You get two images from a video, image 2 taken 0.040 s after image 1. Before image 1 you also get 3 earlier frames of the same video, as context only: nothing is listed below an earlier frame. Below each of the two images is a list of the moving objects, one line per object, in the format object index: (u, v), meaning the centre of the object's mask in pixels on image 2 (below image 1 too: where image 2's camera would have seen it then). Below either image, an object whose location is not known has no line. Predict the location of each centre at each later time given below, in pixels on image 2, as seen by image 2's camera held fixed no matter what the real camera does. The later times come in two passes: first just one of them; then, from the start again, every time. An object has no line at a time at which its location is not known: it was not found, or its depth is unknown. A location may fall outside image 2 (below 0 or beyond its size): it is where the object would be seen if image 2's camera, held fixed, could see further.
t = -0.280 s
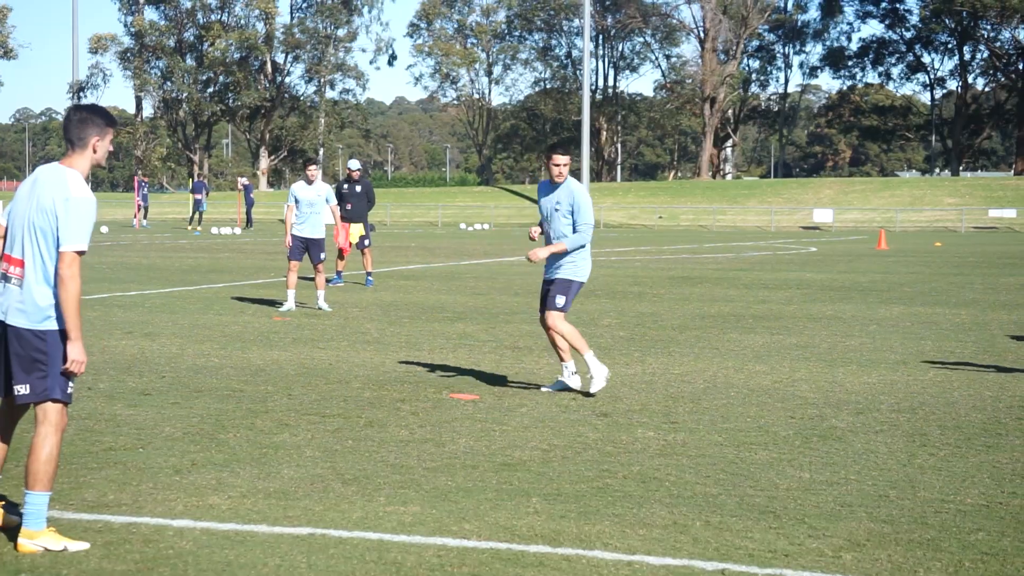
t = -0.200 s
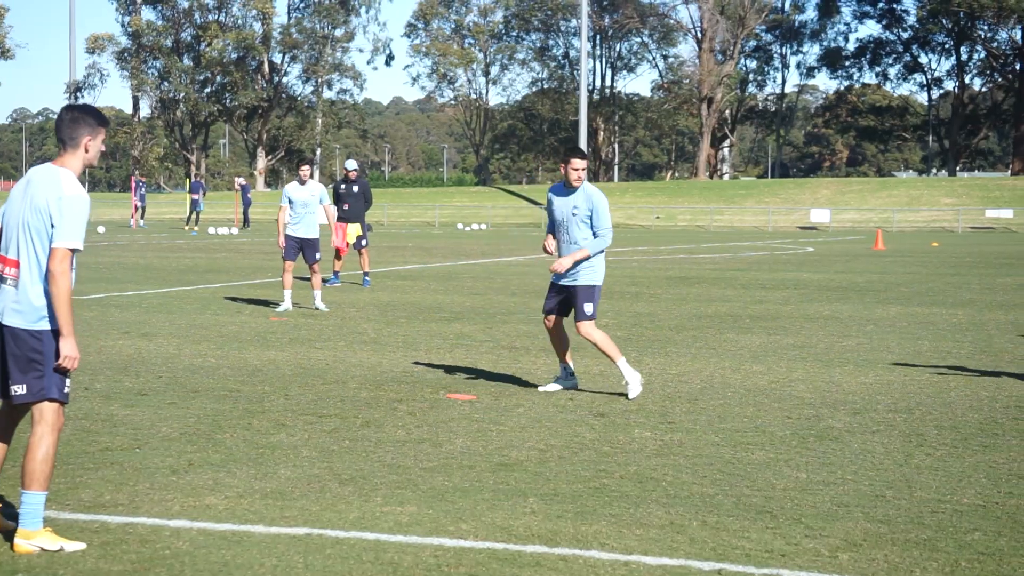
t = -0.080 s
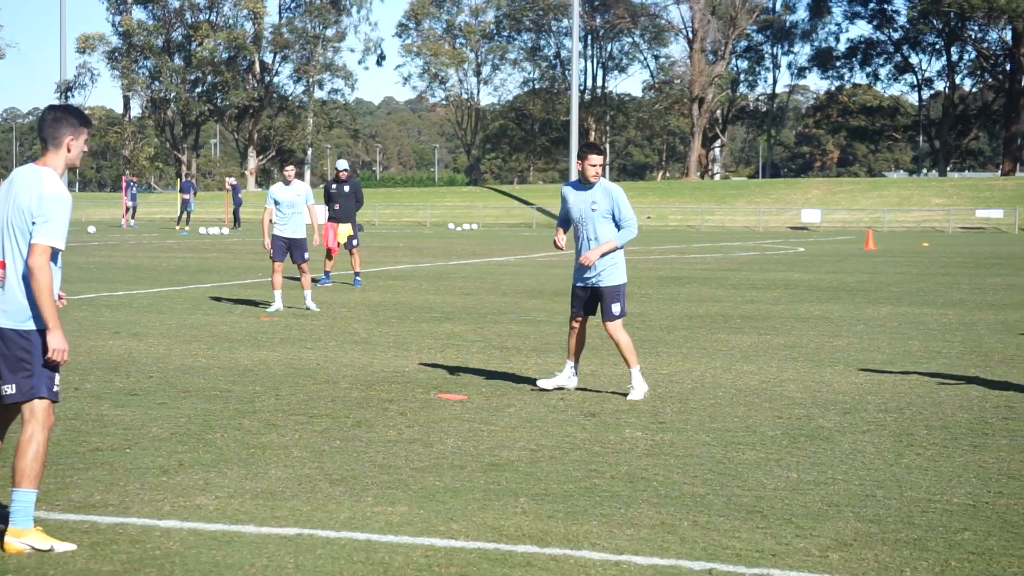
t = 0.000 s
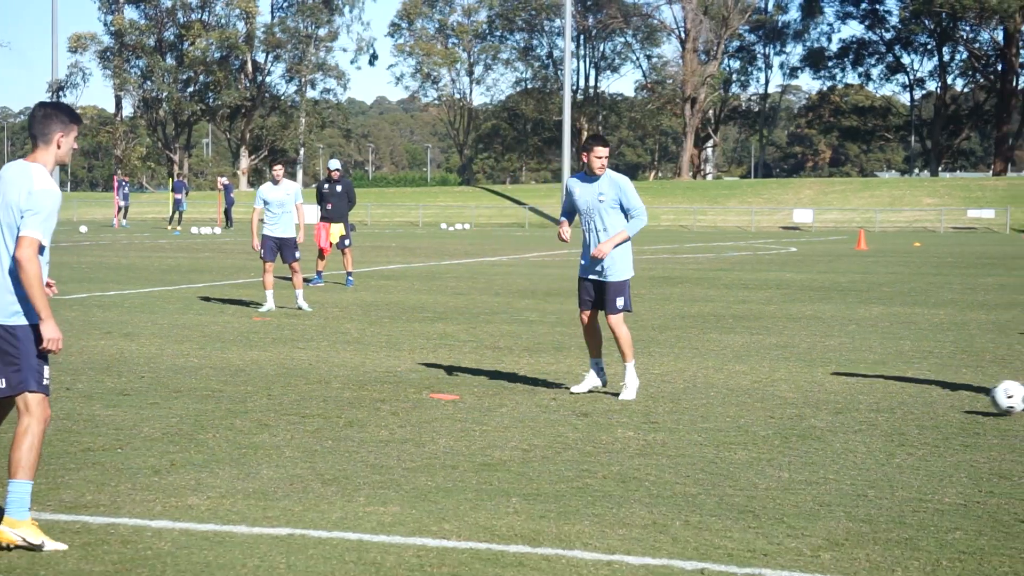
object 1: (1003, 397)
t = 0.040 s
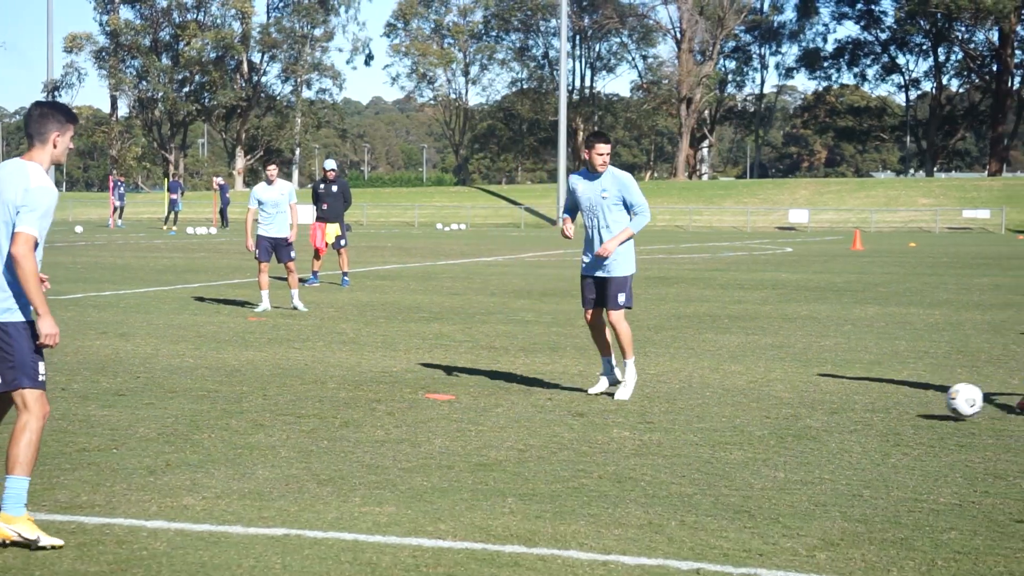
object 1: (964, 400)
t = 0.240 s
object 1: (764, 421)
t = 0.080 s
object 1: (925, 406)
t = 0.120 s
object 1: (883, 415)
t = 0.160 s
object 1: (843, 418)
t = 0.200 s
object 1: (804, 418)
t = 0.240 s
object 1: (764, 421)
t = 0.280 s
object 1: (722, 429)
